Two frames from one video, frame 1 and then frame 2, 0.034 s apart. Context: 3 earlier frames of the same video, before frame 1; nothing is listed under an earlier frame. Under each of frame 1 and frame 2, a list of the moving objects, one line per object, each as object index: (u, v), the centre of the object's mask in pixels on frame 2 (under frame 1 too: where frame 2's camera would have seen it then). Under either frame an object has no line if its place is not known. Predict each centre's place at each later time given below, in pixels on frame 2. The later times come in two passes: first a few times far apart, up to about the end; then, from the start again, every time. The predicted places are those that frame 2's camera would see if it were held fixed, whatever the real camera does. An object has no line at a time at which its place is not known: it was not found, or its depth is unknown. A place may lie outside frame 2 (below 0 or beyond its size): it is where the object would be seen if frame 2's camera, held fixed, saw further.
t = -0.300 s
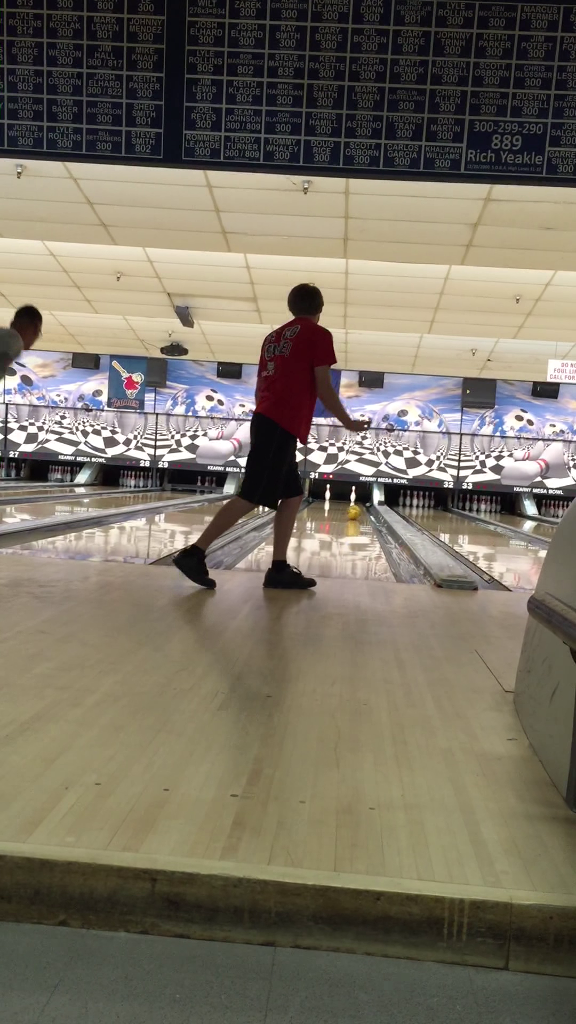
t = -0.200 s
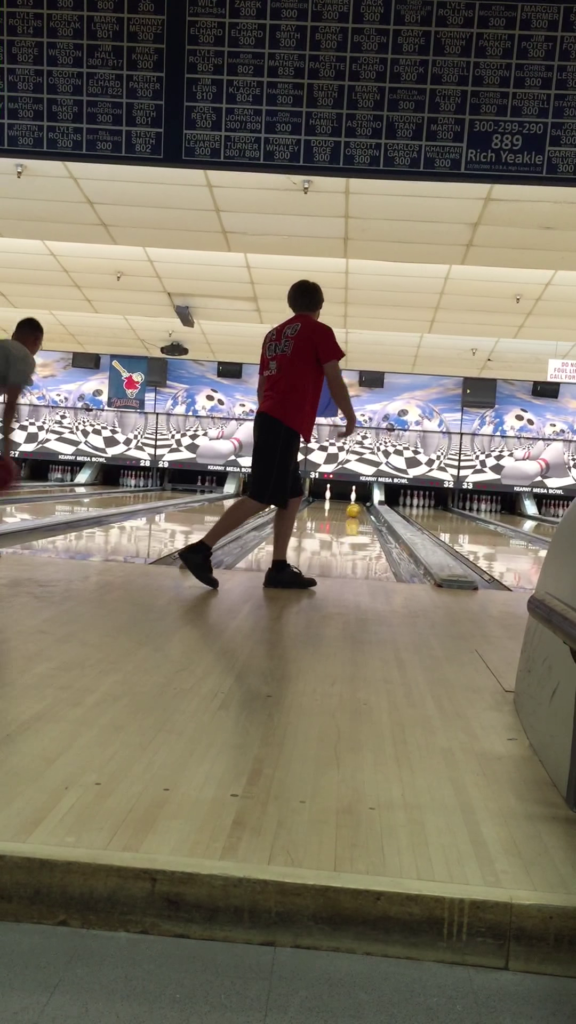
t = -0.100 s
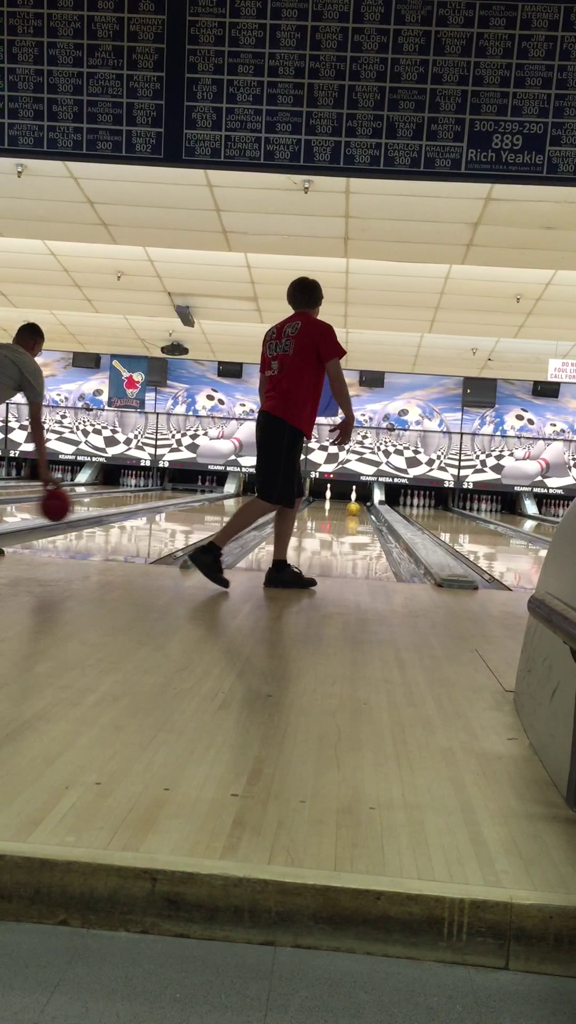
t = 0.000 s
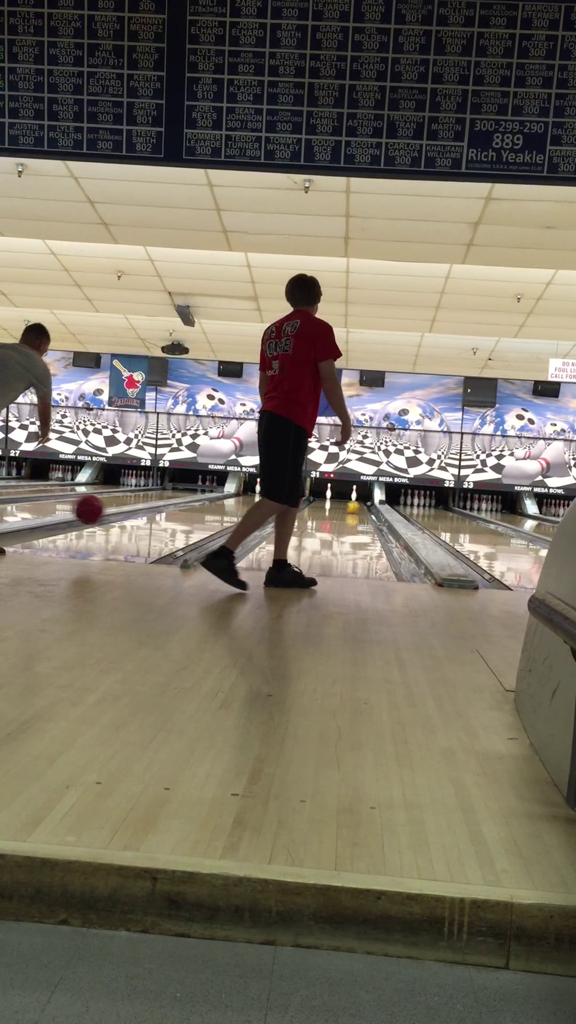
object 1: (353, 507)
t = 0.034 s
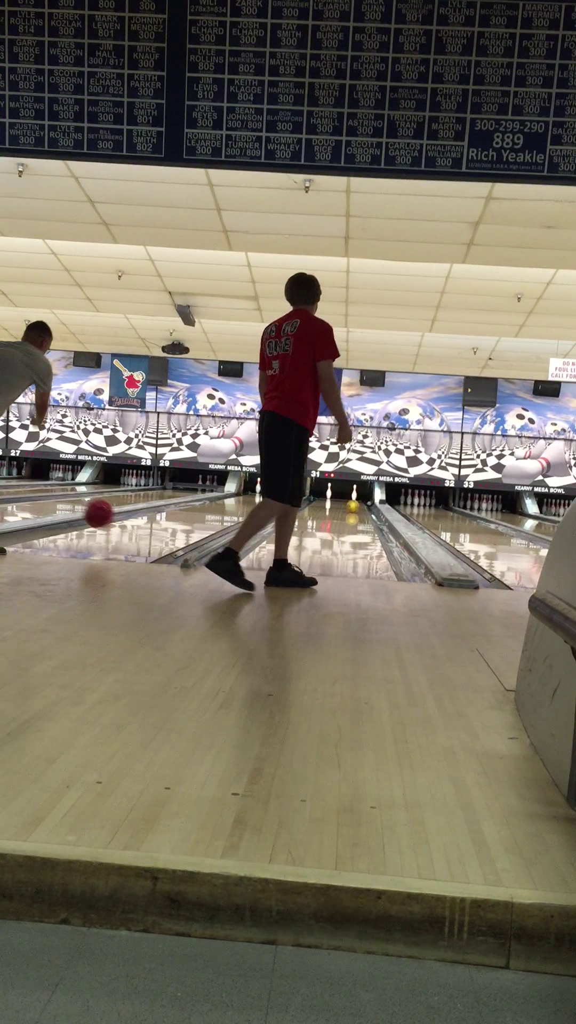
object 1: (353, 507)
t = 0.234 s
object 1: (351, 504)
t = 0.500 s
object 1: (348, 501)
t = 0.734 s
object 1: (345, 499)
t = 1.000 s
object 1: (339, 497)
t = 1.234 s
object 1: (333, 495)
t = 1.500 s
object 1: (330, 495)
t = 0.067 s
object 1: (352, 506)
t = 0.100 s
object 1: (352, 506)
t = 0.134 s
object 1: (352, 505)
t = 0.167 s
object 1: (352, 505)
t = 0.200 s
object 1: (351, 505)
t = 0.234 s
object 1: (351, 504)
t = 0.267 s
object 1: (350, 504)
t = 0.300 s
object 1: (350, 504)
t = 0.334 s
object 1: (350, 503)
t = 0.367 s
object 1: (349, 503)
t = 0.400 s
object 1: (349, 502)
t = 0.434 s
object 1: (349, 502)
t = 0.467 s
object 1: (348, 502)
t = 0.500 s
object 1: (348, 501)
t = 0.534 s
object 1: (347, 501)
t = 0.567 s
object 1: (347, 501)
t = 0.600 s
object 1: (347, 500)
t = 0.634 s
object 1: (346, 500)
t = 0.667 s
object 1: (346, 500)
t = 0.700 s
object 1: (345, 500)
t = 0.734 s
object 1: (345, 499)
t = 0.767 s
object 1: (344, 499)
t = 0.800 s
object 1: (343, 499)
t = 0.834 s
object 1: (343, 499)
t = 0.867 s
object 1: (342, 498)
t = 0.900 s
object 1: (341, 498)
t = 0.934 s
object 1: (341, 498)
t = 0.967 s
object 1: (340, 497)
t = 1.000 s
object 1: (339, 497)
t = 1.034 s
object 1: (338, 497)
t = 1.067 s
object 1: (337, 497)
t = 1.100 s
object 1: (337, 496)
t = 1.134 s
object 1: (336, 496)
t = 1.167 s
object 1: (335, 496)
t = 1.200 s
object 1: (334, 495)
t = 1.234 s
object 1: (333, 495)
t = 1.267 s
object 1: (332, 495)
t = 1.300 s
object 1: (331, 495)
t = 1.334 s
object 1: (331, 494)
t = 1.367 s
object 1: (331, 494)
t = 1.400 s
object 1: (331, 494)
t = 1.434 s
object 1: (330, 494)
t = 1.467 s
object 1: (330, 494)
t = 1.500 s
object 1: (330, 495)
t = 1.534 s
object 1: (330, 495)
